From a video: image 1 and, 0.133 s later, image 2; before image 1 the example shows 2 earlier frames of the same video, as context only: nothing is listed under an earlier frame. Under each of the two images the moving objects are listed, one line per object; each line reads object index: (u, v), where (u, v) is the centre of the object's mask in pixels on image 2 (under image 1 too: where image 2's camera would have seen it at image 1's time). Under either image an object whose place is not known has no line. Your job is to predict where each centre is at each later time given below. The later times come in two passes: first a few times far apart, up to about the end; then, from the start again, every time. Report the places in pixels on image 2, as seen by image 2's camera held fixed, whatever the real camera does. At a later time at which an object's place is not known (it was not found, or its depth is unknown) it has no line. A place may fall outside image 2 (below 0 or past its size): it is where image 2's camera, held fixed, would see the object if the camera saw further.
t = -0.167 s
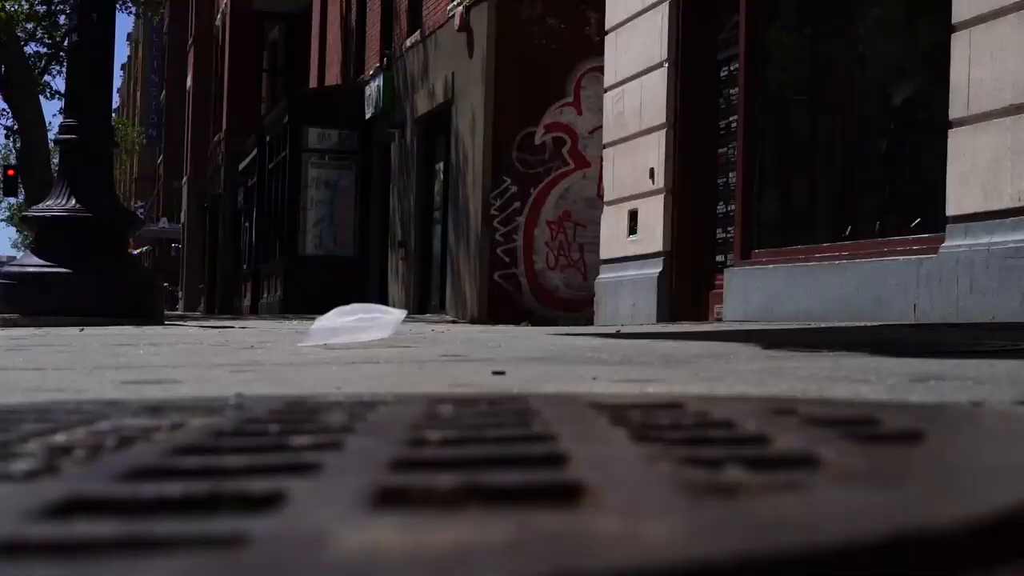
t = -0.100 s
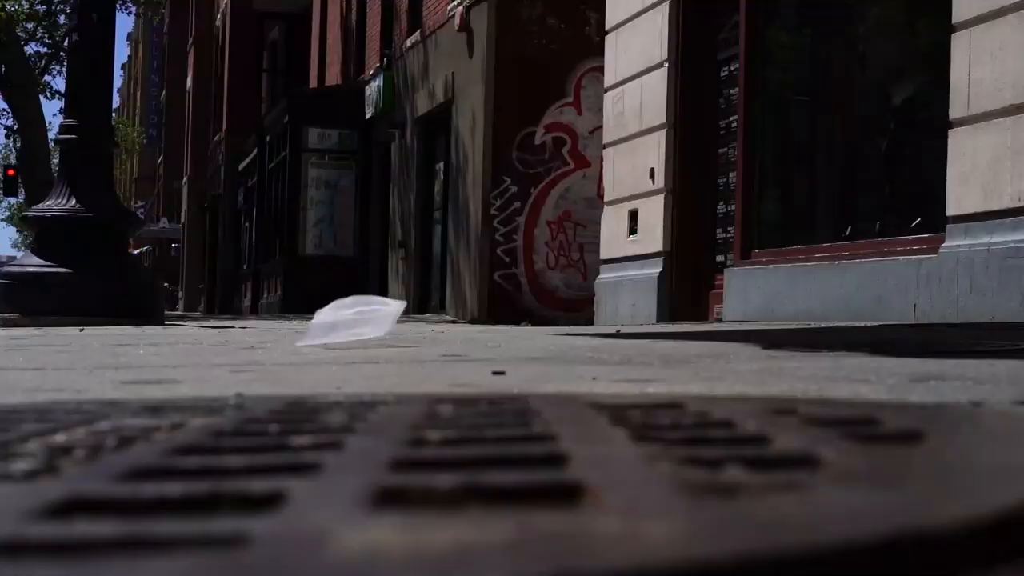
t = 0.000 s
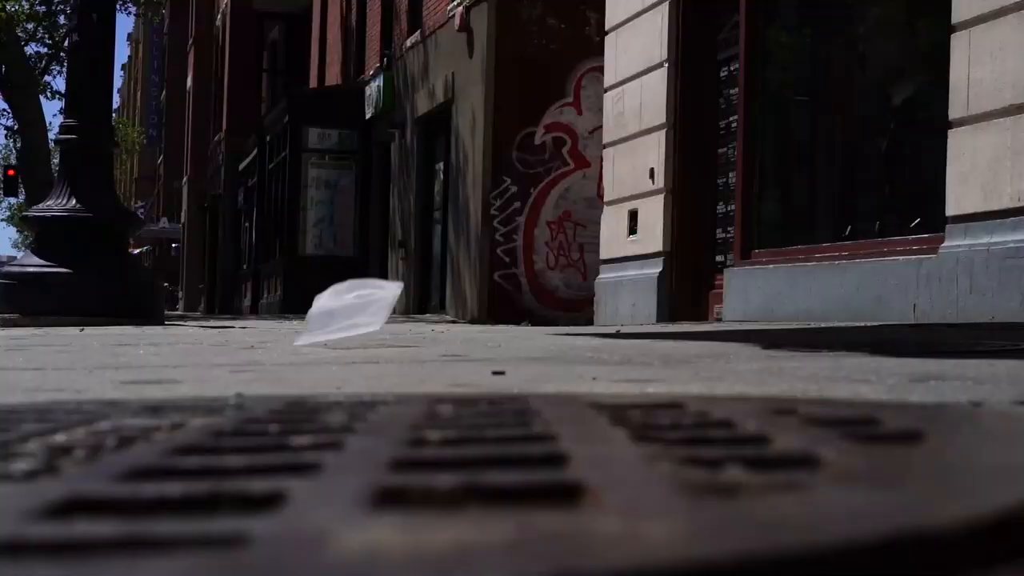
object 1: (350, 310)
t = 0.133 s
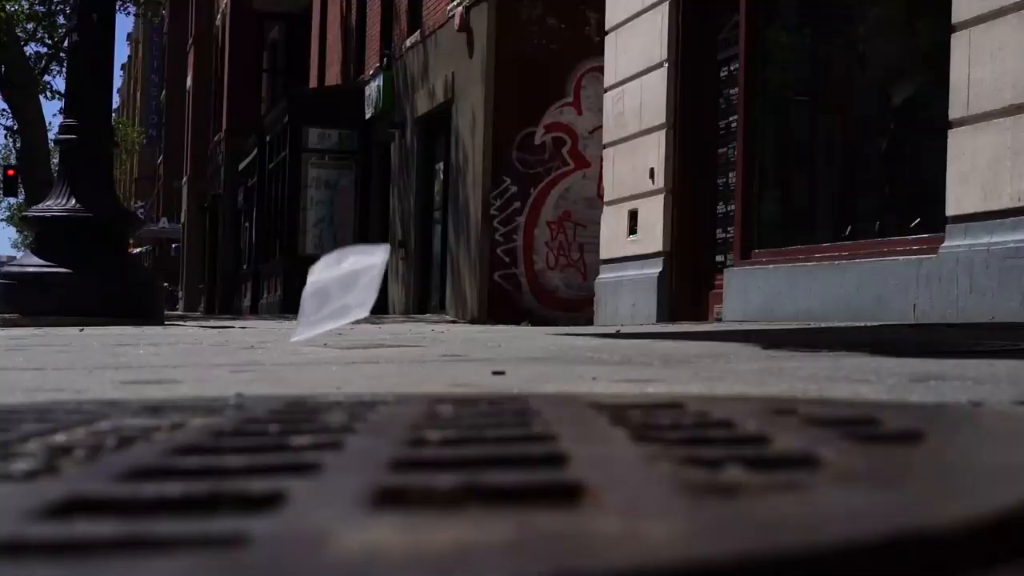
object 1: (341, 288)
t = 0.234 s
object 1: (329, 270)
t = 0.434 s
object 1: (294, 238)
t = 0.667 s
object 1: (241, 218)
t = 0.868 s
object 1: (189, 217)
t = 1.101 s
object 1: (129, 235)
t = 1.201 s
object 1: (104, 248)
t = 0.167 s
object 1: (338, 282)
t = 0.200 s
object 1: (334, 276)
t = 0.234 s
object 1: (329, 270)
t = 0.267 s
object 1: (324, 263)
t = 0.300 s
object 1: (319, 257)
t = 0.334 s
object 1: (314, 252)
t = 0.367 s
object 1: (307, 247)
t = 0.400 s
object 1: (301, 242)
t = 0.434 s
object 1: (294, 238)
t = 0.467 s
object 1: (288, 233)
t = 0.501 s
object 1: (281, 230)
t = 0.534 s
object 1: (273, 227)
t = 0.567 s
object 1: (266, 224)
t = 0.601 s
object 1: (257, 221)
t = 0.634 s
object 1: (249, 219)
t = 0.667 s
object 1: (241, 218)
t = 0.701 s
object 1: (233, 217)
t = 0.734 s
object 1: (224, 217)
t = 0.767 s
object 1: (216, 216)
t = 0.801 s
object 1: (207, 216)
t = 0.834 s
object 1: (198, 216)
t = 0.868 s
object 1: (189, 217)
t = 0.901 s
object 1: (180, 219)
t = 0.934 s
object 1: (172, 221)
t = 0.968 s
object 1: (163, 223)
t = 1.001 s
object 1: (154, 226)
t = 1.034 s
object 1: (146, 228)
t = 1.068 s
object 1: (137, 231)
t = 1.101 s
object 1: (129, 235)
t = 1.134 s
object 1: (121, 239)
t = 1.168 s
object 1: (112, 243)
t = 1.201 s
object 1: (104, 248)
